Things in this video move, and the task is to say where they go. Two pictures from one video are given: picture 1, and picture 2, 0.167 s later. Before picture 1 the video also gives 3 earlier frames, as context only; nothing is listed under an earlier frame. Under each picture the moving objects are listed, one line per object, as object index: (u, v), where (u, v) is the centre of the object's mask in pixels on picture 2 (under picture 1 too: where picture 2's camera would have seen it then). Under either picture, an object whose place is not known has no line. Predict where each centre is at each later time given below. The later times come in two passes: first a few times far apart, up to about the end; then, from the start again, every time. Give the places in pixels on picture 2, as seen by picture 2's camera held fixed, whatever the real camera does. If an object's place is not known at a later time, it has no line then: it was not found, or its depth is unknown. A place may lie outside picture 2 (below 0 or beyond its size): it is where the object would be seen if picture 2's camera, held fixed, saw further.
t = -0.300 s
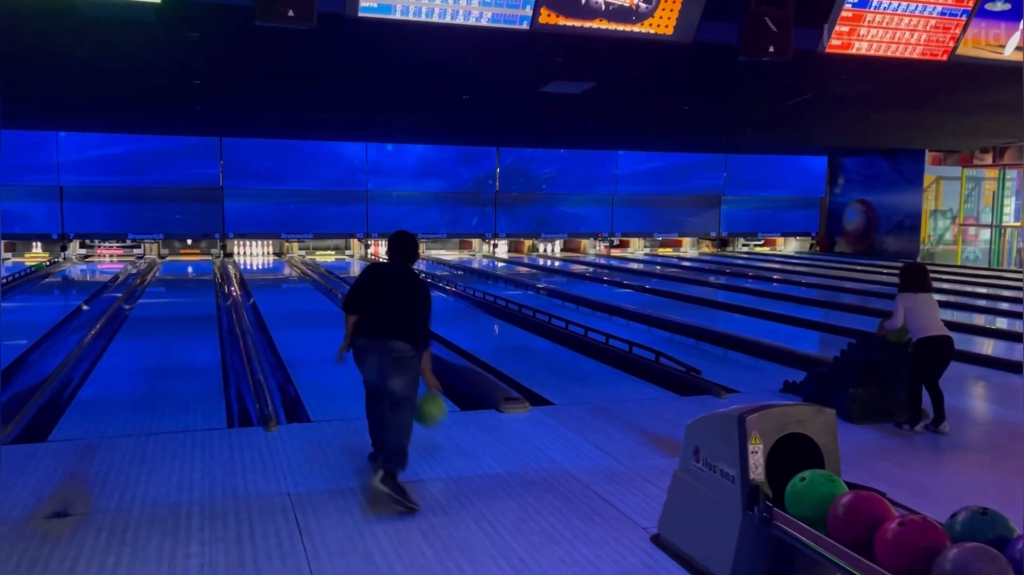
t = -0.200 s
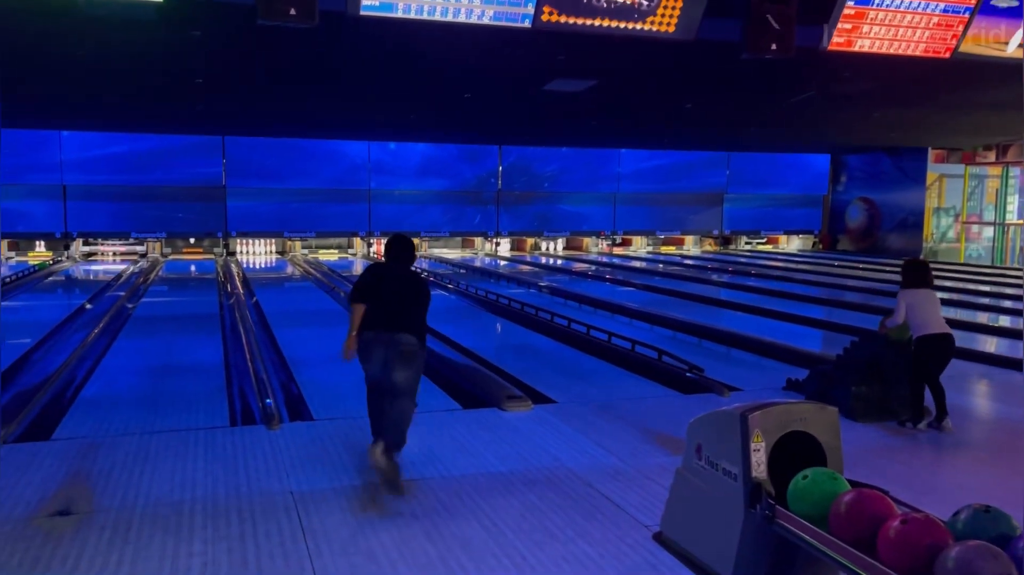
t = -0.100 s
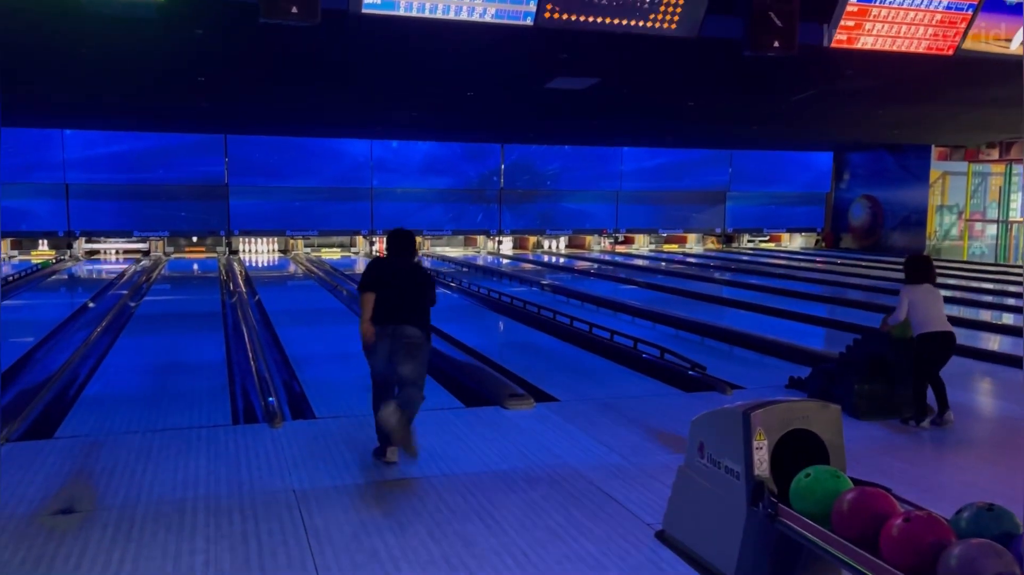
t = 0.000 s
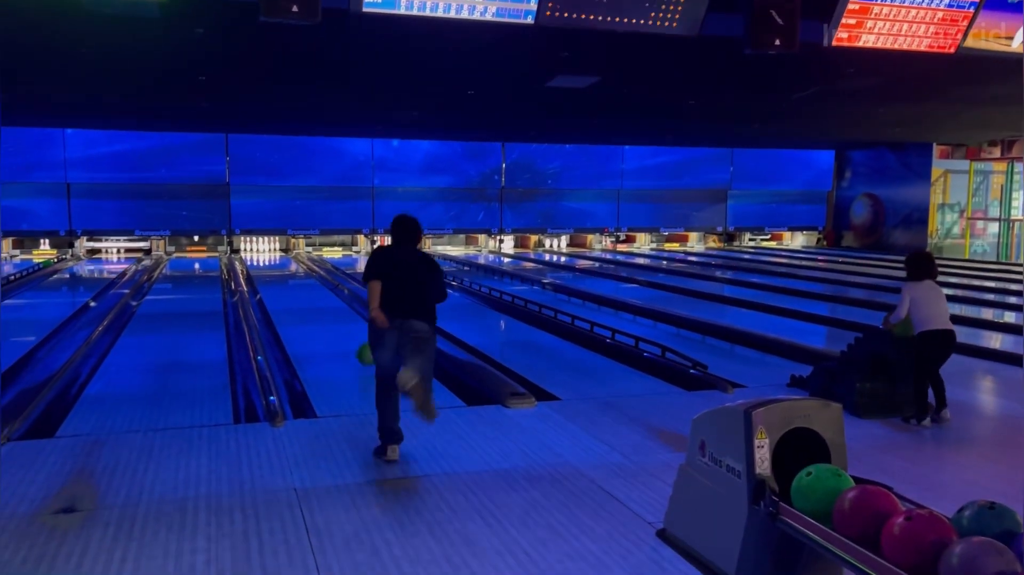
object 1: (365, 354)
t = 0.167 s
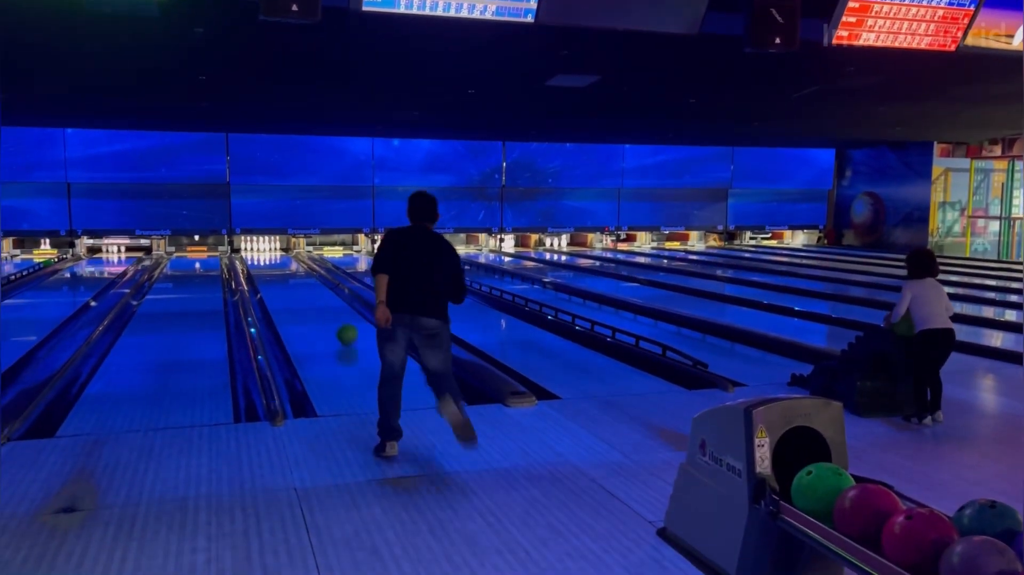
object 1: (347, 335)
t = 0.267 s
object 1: (337, 323)
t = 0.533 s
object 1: (315, 303)
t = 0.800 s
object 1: (300, 289)
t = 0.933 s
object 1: (294, 283)
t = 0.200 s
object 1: (343, 330)
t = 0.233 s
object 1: (340, 327)
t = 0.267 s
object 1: (337, 323)
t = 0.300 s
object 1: (334, 321)
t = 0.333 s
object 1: (330, 317)
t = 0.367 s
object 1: (328, 315)
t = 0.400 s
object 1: (325, 312)
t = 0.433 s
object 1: (323, 310)
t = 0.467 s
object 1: (320, 308)
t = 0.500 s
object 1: (317, 305)
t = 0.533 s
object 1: (315, 303)
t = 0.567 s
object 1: (313, 301)
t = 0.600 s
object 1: (311, 299)
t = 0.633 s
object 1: (309, 297)
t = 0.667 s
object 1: (308, 296)
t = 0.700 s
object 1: (305, 293)
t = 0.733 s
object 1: (304, 292)
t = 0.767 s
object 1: (302, 290)
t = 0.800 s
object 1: (300, 289)
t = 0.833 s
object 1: (299, 287)
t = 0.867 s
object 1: (297, 286)
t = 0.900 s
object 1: (296, 284)
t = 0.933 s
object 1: (294, 283)
